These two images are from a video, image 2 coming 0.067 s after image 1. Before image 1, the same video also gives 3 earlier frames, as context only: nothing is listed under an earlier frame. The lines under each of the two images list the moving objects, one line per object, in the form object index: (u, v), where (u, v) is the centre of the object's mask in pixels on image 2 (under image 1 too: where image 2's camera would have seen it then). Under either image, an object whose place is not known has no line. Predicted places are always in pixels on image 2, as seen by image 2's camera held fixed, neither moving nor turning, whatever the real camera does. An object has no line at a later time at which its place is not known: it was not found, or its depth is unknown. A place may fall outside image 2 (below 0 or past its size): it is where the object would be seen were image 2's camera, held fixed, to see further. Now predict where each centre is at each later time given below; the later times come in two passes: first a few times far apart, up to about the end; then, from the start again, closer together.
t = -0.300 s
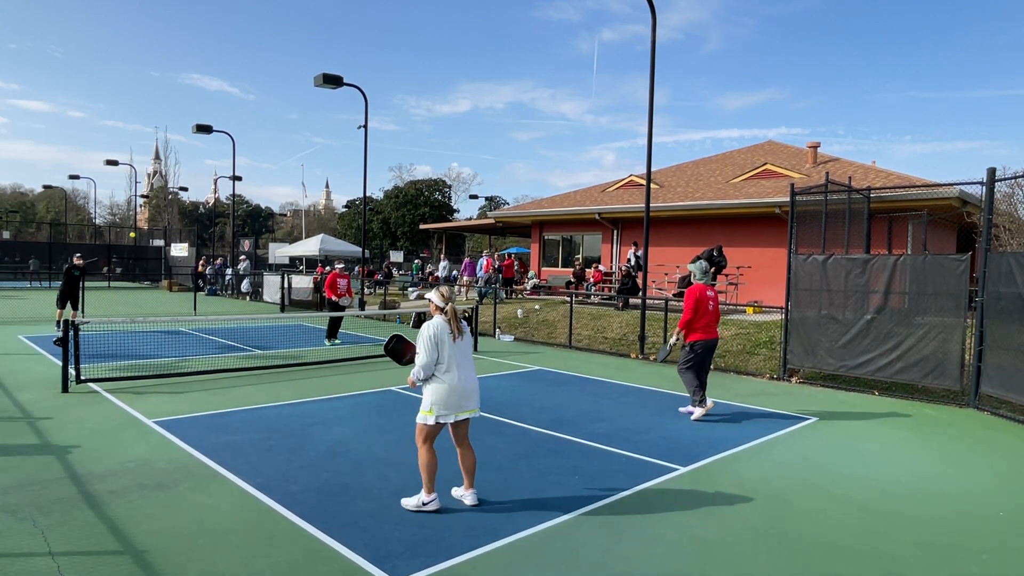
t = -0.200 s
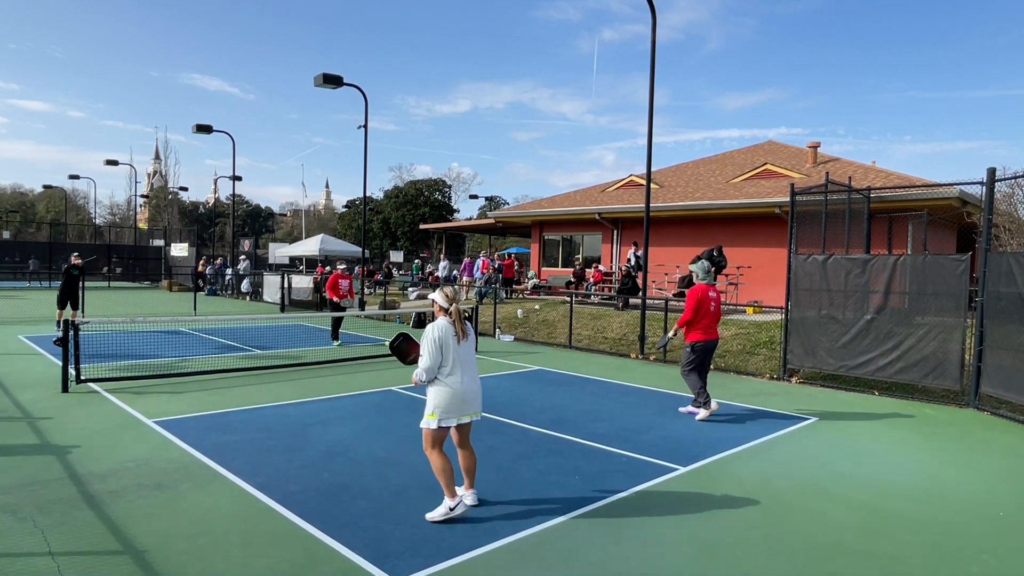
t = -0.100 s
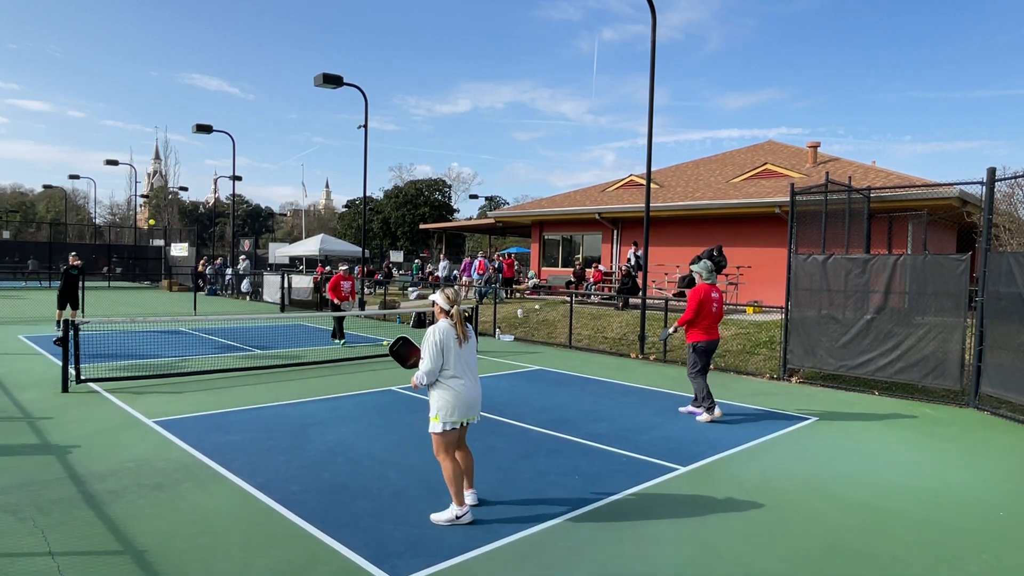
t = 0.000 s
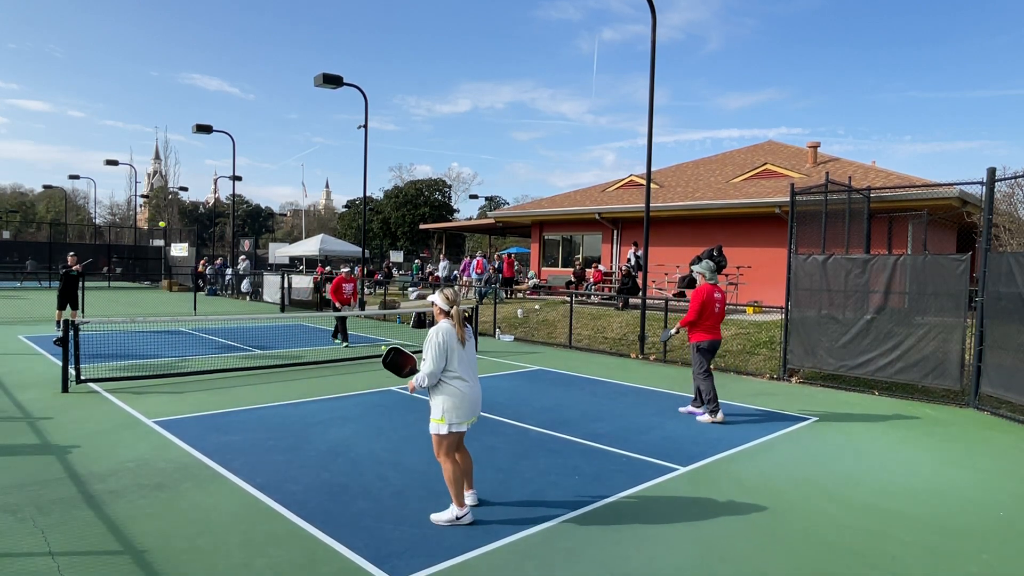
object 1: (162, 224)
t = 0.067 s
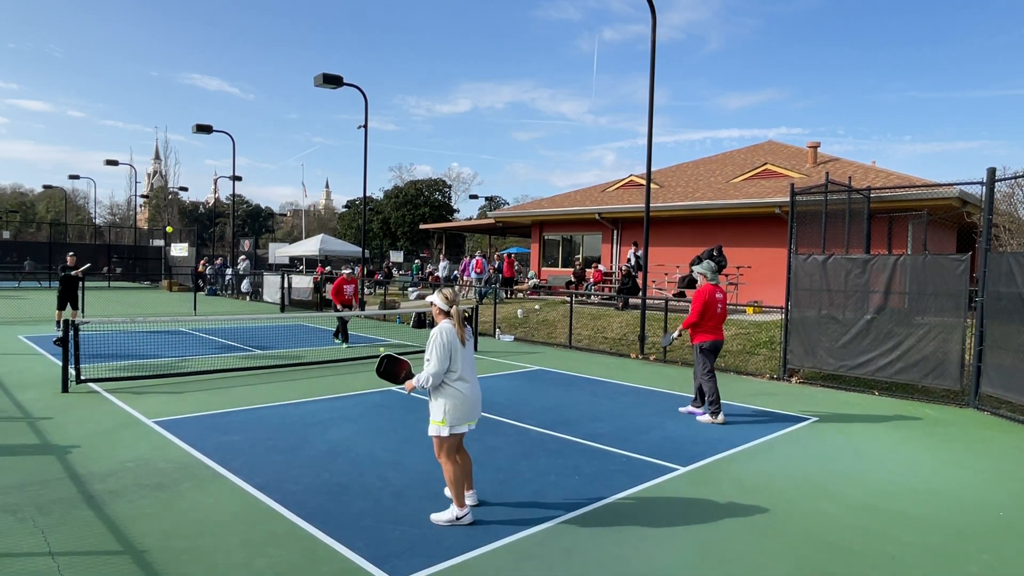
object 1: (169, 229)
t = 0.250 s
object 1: (191, 261)
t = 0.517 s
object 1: (233, 373)
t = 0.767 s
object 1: (263, 397)
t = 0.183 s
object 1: (184, 246)
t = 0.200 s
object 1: (185, 249)
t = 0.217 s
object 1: (187, 253)
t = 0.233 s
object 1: (189, 257)
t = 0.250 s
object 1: (191, 261)
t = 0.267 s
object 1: (193, 266)
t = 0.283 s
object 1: (196, 271)
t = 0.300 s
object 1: (198, 276)
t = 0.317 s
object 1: (201, 282)
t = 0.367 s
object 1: (208, 299)
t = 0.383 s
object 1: (211, 306)
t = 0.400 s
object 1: (213, 313)
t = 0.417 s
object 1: (216, 321)
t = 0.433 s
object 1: (218, 328)
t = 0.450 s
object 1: (221, 337)
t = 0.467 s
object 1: (224, 345)
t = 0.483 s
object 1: (226, 354)
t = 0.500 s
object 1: (229, 364)
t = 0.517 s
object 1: (233, 373)
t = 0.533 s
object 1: (235, 384)
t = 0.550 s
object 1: (239, 394)
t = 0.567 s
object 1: (242, 405)
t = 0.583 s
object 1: (245, 418)
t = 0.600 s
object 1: (248, 430)
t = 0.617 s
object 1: (251, 441)
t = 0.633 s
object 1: (252, 435)
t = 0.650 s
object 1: (253, 429)
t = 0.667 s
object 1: (255, 424)
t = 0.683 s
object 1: (256, 419)
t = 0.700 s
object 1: (257, 414)
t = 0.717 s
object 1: (259, 409)
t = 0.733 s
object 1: (260, 405)
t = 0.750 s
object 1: (261, 401)
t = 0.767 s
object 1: (263, 397)
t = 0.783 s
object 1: (264, 393)
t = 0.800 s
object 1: (265, 390)
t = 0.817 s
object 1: (267, 387)
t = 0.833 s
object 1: (268, 384)
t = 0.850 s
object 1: (269, 382)
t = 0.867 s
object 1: (271, 379)
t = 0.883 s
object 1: (272, 377)
